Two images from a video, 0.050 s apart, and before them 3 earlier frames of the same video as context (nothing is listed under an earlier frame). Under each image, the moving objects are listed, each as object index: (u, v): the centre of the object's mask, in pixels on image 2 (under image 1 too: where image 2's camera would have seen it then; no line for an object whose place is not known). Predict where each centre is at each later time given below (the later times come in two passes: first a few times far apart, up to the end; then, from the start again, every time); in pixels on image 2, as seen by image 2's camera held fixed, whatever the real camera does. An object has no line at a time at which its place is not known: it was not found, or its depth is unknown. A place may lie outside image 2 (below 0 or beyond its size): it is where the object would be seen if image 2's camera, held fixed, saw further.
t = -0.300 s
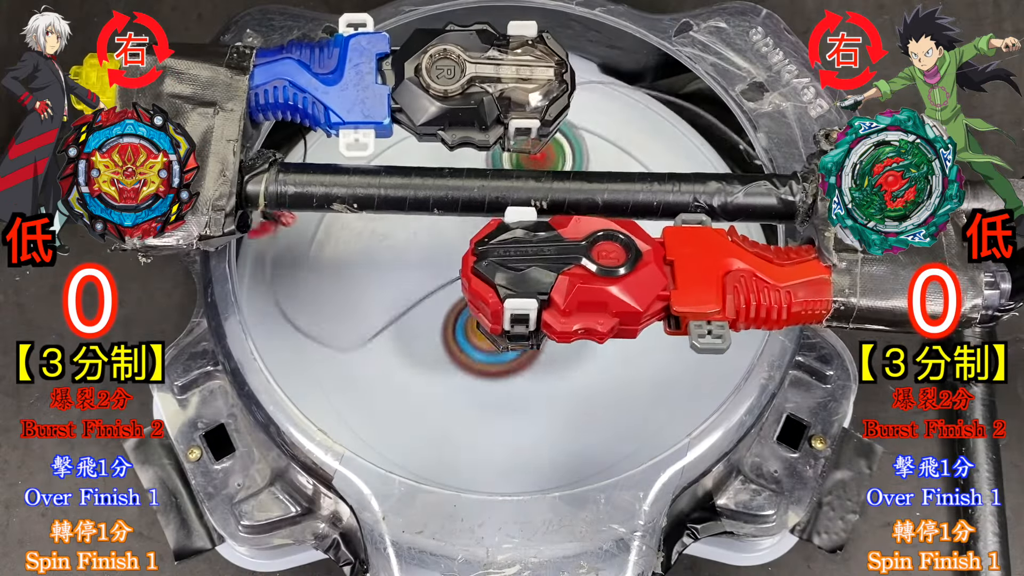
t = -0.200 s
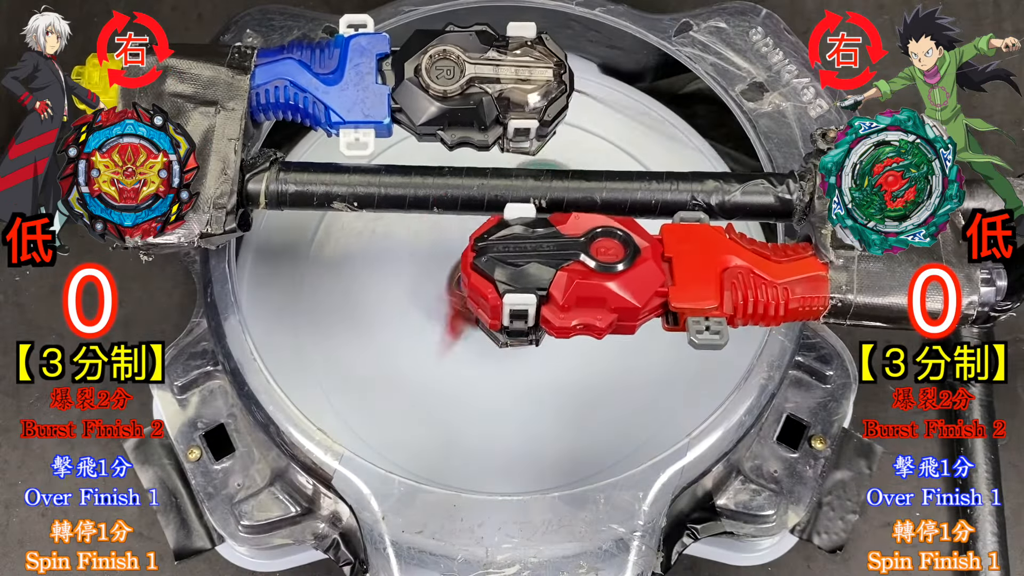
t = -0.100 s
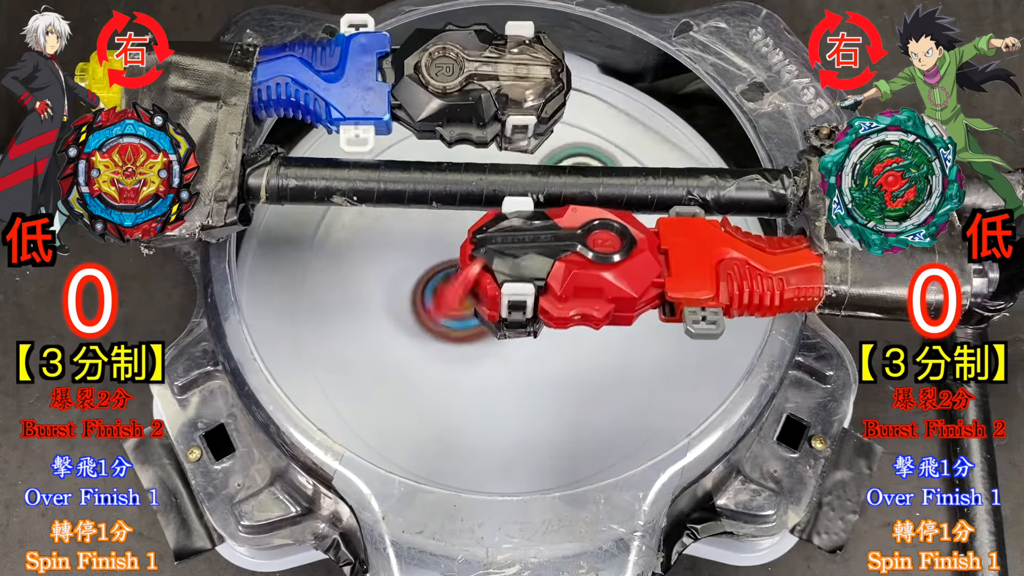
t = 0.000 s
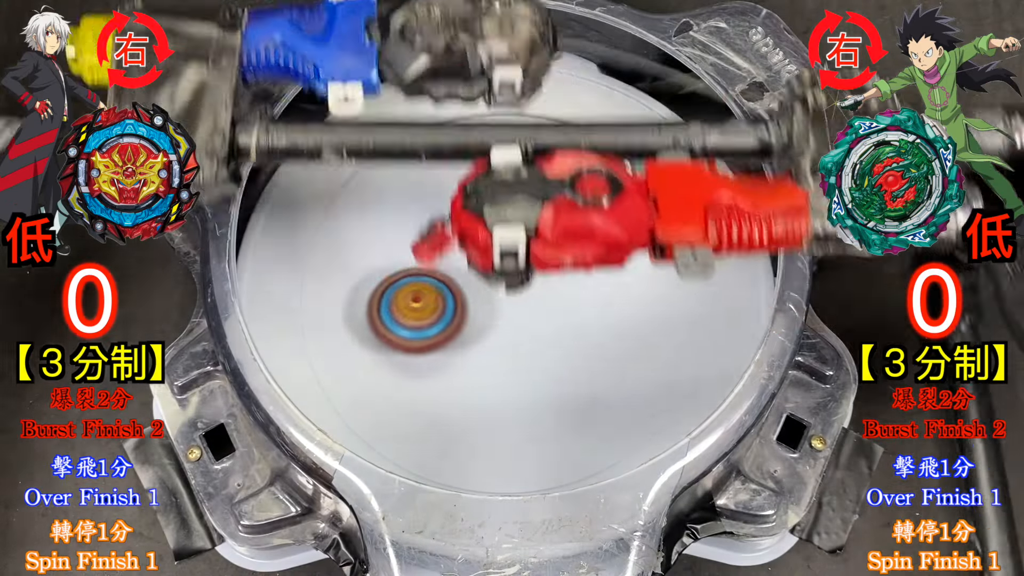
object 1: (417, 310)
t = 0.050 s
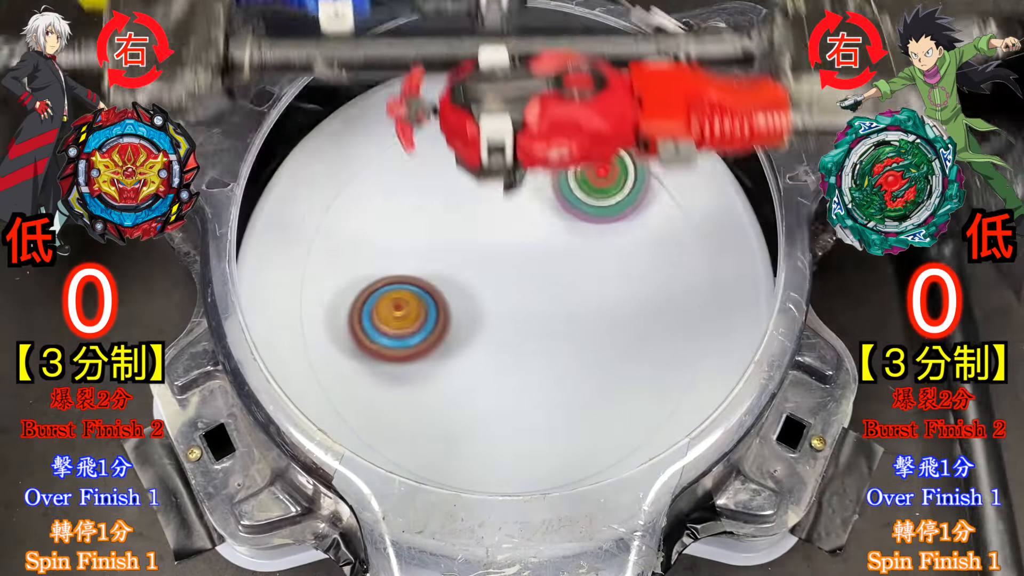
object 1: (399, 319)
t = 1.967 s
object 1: (474, 188)
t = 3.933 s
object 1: (610, 99)
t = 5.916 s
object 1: (482, 211)
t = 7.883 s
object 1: (484, 284)
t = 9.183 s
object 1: (547, 310)
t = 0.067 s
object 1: (395, 322)
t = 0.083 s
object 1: (390, 325)
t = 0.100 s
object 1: (387, 329)
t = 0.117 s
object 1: (385, 332)
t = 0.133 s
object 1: (382, 337)
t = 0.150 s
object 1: (381, 341)
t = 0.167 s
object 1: (381, 345)
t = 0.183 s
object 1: (382, 350)
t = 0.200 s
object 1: (383, 354)
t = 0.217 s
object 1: (385, 359)
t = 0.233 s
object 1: (387, 363)
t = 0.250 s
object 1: (391, 367)
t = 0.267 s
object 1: (396, 372)
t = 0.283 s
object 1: (401, 376)
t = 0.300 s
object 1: (406, 381)
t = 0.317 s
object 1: (413, 385)
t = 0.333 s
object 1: (421, 389)
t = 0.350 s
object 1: (429, 392)
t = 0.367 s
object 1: (438, 395)
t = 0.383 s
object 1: (449, 397)
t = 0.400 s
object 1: (459, 398)
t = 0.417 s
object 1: (470, 398)
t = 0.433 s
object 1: (481, 396)
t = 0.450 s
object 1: (492, 393)
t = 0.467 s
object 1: (503, 389)
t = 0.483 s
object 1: (514, 382)
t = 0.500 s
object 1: (524, 375)
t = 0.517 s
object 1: (533, 367)
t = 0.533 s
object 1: (542, 357)
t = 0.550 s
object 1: (548, 355)
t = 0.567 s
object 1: (552, 353)
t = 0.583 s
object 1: (556, 352)
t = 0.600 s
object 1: (559, 349)
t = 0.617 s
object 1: (562, 345)
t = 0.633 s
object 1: (563, 340)
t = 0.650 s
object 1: (563, 335)
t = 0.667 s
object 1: (563, 331)
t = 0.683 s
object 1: (561, 326)
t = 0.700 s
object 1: (558, 320)
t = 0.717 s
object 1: (555, 315)
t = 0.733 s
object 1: (551, 308)
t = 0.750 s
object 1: (545, 301)
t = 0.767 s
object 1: (539, 294)
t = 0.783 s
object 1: (533, 287)
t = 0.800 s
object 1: (526, 279)
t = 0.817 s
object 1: (517, 271)
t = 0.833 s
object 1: (508, 264)
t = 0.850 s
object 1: (499, 257)
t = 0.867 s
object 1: (489, 249)
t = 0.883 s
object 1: (478, 243)
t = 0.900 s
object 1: (468, 237)
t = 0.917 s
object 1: (457, 230)
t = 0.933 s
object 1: (445, 225)
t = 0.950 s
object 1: (433, 221)
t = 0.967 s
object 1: (422, 217)
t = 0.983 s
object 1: (411, 213)
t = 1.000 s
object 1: (400, 211)
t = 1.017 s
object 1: (389, 210)
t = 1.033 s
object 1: (378, 209)
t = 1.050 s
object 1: (367, 210)
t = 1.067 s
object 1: (358, 211)
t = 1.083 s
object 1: (349, 214)
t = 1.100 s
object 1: (340, 218)
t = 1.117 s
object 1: (333, 223)
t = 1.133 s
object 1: (327, 228)
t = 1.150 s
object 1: (321, 235)
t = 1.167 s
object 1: (319, 243)
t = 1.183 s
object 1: (320, 251)
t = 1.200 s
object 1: (322, 261)
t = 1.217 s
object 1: (326, 271)
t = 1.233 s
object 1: (330, 281)
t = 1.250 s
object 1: (335, 292)
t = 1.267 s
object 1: (342, 303)
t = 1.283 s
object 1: (349, 314)
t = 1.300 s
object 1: (357, 326)
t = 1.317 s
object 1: (367, 338)
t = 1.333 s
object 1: (377, 349)
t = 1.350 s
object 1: (388, 361)
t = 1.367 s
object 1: (402, 372)
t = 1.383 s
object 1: (415, 381)
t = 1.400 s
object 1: (432, 390)
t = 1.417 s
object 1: (449, 396)
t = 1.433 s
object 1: (464, 400)
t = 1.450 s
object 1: (482, 405)
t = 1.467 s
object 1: (501, 406)
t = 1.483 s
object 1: (513, 407)
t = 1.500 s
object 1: (524, 410)
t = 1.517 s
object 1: (534, 415)
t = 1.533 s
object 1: (544, 421)
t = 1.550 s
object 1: (553, 419)
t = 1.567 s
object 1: (561, 418)
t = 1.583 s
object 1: (570, 418)
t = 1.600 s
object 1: (576, 411)
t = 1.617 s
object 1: (582, 406)
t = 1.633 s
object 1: (588, 401)
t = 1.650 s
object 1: (590, 394)
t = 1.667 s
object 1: (590, 387)
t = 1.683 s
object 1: (588, 382)
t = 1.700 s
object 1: (588, 376)
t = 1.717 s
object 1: (585, 367)
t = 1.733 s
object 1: (583, 358)
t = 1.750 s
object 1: (580, 347)
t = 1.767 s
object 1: (576, 336)
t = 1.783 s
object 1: (572, 323)
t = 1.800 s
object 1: (566, 310)
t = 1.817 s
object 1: (561, 297)
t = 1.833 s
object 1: (554, 283)
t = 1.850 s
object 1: (546, 270)
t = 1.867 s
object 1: (538, 256)
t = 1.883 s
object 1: (528, 244)
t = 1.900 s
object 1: (519, 231)
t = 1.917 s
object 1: (508, 219)
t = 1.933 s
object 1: (497, 208)
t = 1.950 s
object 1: (485, 197)
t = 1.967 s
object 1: (474, 188)
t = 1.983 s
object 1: (461, 179)
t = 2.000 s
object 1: (449, 172)
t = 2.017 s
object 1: (436, 166)
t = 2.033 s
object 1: (422, 161)
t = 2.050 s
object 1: (410, 158)
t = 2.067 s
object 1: (397, 156)
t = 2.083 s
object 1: (384, 155)
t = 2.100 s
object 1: (372, 156)
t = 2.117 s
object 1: (362, 158)
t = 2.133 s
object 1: (354, 163)
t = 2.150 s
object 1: (346, 170)
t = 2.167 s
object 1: (340, 177)
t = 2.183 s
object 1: (335, 187)
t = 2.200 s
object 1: (331, 197)
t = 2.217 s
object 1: (330, 209)
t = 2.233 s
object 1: (329, 222)
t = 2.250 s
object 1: (330, 235)
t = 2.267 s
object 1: (332, 248)
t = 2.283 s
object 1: (335, 263)
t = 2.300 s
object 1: (340, 276)
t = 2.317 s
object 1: (345, 292)
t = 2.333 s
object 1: (352, 305)
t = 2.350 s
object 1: (359, 321)
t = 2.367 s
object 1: (369, 335)
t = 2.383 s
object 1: (380, 350)
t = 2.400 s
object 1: (387, 358)
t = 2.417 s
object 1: (393, 366)
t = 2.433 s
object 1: (401, 372)
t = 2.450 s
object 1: (409, 378)
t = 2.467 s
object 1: (419, 382)
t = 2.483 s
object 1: (430, 386)
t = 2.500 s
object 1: (442, 388)
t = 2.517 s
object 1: (454, 389)
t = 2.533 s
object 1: (468, 388)
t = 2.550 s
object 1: (481, 387)
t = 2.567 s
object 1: (494, 382)
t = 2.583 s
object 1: (508, 378)
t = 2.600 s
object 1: (520, 371)
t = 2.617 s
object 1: (534, 364)
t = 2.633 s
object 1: (545, 355)
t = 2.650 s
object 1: (557, 344)
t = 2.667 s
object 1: (566, 333)
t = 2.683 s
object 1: (576, 320)
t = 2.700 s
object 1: (584, 308)
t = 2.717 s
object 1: (591, 294)
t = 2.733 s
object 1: (597, 281)
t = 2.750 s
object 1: (601, 267)
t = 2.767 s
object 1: (604, 253)
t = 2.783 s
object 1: (606, 238)
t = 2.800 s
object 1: (607, 223)
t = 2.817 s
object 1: (605, 209)
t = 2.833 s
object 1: (603, 195)
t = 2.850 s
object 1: (599, 181)
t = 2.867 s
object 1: (594, 167)
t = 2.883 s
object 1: (587, 155)
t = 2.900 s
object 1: (579, 142)
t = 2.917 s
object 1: (570, 131)
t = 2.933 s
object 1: (559, 121)
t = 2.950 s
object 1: (548, 111)
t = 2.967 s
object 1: (535, 102)
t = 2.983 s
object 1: (521, 94)
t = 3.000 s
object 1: (508, 91)
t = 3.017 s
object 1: (495, 88)
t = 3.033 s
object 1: (481, 85)
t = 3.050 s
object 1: (466, 83)
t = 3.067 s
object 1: (452, 83)
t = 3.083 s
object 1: (438, 89)
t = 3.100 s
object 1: (424, 97)
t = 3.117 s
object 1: (412, 104)
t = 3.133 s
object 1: (399, 113)
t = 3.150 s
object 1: (387, 122)
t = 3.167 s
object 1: (374, 133)
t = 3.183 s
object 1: (363, 143)
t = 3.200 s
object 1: (352, 155)
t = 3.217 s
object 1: (341, 167)
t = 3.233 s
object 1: (332, 180)
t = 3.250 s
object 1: (323, 196)
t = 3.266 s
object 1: (316, 211)
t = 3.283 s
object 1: (312, 229)
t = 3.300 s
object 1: (308, 249)
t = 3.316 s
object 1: (310, 270)
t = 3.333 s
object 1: (308, 293)
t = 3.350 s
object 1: (293, 310)
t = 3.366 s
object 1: (288, 327)
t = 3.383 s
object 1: (298, 344)
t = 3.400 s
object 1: (315, 364)
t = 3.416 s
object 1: (333, 384)
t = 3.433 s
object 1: (355, 404)
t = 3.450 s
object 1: (379, 421)
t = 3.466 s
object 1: (403, 432)
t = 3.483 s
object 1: (430, 444)
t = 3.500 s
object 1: (458, 453)
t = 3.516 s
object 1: (487, 456)
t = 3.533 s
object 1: (518, 457)
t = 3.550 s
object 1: (548, 455)
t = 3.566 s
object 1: (578, 449)
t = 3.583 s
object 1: (605, 438)
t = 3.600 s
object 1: (634, 423)
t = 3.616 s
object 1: (658, 405)
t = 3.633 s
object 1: (678, 384)
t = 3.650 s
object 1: (696, 362)
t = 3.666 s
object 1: (712, 345)
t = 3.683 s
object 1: (724, 330)
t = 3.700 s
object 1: (726, 316)
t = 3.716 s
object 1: (725, 296)
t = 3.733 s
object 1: (724, 277)
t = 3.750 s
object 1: (719, 257)
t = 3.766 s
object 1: (712, 240)
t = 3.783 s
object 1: (705, 223)
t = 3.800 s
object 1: (698, 206)
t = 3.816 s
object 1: (690, 191)
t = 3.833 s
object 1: (681, 175)
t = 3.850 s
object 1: (672, 161)
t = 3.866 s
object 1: (661, 148)
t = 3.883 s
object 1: (650, 134)
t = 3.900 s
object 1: (637, 121)
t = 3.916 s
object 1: (624, 109)
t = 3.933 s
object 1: (610, 99)
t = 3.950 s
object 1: (592, 96)
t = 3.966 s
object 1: (572, 92)
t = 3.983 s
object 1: (552, 90)
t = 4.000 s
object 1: (532, 89)
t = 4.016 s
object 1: (512, 88)
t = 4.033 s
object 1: (492, 90)
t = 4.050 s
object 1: (473, 93)
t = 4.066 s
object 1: (452, 96)
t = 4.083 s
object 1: (432, 101)
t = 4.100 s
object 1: (413, 107)
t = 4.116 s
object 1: (395, 114)
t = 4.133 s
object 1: (379, 122)
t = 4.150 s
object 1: (362, 132)
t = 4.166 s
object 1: (345, 143)
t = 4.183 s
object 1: (330, 154)
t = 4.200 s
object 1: (316, 166)
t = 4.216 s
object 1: (302, 178)
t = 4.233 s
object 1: (292, 192)
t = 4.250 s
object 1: (284, 207)
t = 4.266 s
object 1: (277, 224)
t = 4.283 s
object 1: (274, 239)
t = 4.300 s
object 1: (281, 253)
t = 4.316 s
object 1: (294, 269)
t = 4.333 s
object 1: (311, 284)
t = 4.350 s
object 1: (329, 300)
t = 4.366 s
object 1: (349, 313)
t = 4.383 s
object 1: (369, 327)
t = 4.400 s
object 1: (392, 343)
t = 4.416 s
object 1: (414, 357)
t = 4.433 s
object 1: (433, 365)
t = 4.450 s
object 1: (446, 359)
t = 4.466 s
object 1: (459, 354)
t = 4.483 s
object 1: (471, 348)
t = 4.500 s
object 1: (483, 342)
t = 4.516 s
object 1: (496, 335)
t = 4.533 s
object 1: (508, 328)
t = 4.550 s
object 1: (521, 320)
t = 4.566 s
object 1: (532, 312)
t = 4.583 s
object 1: (543, 304)
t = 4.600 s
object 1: (552, 296)
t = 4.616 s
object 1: (561, 287)
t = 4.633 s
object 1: (568, 279)
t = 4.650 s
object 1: (574, 269)
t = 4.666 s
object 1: (583, 251)
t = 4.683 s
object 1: (592, 226)
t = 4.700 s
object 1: (600, 203)
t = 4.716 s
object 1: (606, 180)
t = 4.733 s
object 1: (611, 161)
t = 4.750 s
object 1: (614, 140)
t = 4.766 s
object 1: (616, 122)
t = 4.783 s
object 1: (615, 104)
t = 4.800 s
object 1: (612, 93)
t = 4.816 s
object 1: (599, 96)
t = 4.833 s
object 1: (585, 104)
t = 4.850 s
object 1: (571, 113)
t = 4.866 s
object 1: (556, 123)
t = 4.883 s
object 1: (540, 131)
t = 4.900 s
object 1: (525, 142)
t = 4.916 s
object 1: (510, 154)
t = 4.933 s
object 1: (497, 164)
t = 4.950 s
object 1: (484, 176)
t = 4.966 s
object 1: (471, 188)
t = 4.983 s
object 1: (459, 200)
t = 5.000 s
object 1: (449, 211)
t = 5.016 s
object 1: (439, 224)
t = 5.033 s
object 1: (430, 236)
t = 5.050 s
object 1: (423, 239)
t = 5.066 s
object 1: (417, 238)
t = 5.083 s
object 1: (411, 240)
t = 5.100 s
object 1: (407, 240)
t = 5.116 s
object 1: (404, 241)
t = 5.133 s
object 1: (403, 243)
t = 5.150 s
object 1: (403, 246)
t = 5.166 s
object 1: (404, 250)
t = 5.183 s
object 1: (407, 253)
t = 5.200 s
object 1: (410, 258)
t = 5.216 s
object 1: (415, 262)
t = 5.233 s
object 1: (420, 268)
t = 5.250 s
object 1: (427, 272)
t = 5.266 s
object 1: (434, 278)
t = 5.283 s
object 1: (441, 283)
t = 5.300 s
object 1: (448, 289)
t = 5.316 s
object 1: (457, 294)
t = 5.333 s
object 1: (465, 298)
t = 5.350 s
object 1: (474, 302)
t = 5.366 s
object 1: (483, 305)
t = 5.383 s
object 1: (491, 308)
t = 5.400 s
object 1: (500, 309)
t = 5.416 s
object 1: (509, 300)
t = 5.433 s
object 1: (520, 289)
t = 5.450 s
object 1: (529, 279)
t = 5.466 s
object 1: (538, 271)
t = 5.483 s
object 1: (545, 262)
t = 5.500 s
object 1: (552, 253)
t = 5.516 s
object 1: (558, 245)
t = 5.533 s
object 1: (563, 237)
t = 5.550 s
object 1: (566, 229)
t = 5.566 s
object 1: (568, 223)
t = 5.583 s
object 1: (569, 217)
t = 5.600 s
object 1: (569, 212)
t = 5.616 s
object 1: (568, 206)
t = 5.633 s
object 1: (565, 202)
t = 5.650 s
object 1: (563, 198)
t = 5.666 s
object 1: (559, 195)
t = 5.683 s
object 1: (555, 192)
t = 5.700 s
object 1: (550, 189)
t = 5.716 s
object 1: (544, 188)
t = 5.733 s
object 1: (538, 187)
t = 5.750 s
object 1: (532, 187)
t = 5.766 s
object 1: (526, 187)
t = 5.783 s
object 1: (520, 188)
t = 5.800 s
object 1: (514, 190)
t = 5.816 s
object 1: (508, 192)
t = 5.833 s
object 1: (503, 194)
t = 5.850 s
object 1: (498, 196)
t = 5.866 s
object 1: (493, 199)
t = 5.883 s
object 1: (489, 203)
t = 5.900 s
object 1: (485, 207)
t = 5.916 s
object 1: (482, 211)
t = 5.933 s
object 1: (479, 214)
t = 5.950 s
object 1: (478, 210)
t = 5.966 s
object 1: (477, 205)
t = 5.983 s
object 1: (476, 202)
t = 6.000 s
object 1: (476, 200)
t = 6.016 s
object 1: (477, 198)
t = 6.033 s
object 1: (478, 197)
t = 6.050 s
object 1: (478, 196)
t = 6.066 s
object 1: (477, 196)
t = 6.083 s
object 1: (477, 197)
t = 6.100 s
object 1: (476, 199)
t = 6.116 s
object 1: (475, 202)
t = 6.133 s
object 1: (474, 204)
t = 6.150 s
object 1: (473, 206)
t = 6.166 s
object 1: (471, 209)
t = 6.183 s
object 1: (470, 211)
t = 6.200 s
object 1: (469, 213)
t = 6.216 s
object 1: (470, 213)
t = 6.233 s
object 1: (472, 212)
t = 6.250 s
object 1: (474, 210)
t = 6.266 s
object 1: (476, 209)
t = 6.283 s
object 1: (477, 208)
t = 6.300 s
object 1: (478, 207)
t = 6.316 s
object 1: (480, 207)
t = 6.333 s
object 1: (481, 207)
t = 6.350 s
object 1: (482, 207)
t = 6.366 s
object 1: (484, 207)
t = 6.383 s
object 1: (484, 206)
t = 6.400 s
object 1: (485, 207)
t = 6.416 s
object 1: (485, 208)
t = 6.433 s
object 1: (486, 209)
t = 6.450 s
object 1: (487, 209)
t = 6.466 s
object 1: (488, 210)
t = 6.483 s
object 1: (488, 211)
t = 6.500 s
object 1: (488, 212)
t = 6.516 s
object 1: (488, 213)
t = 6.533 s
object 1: (490, 215)
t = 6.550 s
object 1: (492, 219)
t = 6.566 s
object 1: (495, 222)
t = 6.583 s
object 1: (498, 227)
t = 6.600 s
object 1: (503, 230)
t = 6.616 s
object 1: (508, 234)
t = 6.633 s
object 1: (514, 238)
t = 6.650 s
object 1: (524, 239)
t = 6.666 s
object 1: (537, 238)
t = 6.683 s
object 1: (549, 238)
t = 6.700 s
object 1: (562, 237)
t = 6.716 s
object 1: (571, 237)
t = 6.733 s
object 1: (579, 237)
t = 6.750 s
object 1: (583, 235)
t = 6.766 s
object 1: (584, 235)
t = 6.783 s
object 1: (584, 233)
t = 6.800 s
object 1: (580, 232)
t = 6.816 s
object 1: (575, 233)
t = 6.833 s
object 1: (568, 233)
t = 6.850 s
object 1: (559, 237)
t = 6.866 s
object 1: (551, 241)
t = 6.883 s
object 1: (562, 249)
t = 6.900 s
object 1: (576, 258)
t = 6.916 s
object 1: (586, 267)
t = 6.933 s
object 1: (594, 275)
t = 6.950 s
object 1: (596, 281)
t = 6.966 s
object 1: (597, 287)
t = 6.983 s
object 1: (593, 291)
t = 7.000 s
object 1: (588, 293)
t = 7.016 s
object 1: (583, 293)
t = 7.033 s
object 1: (577, 294)
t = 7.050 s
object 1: (572, 293)
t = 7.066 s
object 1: (565, 293)
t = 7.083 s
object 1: (561, 294)
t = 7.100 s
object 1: (557, 296)
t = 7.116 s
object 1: (560, 301)
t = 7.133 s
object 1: (561, 306)
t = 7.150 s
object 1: (561, 312)
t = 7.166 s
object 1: (561, 319)
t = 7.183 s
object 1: (560, 325)
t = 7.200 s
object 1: (559, 331)
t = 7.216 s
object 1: (557, 335)
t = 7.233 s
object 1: (557, 339)
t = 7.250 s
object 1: (554, 342)
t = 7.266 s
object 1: (553, 345)
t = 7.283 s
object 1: (549, 346)
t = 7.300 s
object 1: (548, 345)
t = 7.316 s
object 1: (544, 342)
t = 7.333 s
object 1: (542, 339)
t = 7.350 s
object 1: (538, 335)
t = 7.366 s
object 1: (536, 331)
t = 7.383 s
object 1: (532, 326)
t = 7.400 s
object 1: (533, 340)
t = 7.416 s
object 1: (536, 366)
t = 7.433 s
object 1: (536, 386)
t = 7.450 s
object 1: (536, 400)
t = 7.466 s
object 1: (534, 409)
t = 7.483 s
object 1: (533, 412)
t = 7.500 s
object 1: (528, 392)
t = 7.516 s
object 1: (520, 348)
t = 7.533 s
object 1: (500, 311)
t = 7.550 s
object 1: (443, 352)
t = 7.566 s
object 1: (428, 354)
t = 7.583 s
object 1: (443, 334)
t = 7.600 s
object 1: (465, 309)
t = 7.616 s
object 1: (461, 283)
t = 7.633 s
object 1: (394, 272)
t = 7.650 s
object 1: (397, 270)
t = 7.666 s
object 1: (427, 272)
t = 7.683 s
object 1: (461, 271)
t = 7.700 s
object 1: (483, 270)
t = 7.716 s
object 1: (499, 262)
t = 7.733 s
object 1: (514, 257)
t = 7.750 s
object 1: (531, 259)
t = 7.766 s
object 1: (539, 272)
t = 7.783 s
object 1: (538, 289)
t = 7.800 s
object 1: (530, 300)
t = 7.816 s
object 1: (511, 311)
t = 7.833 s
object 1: (492, 313)
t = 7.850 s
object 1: (477, 303)
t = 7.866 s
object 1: (478, 286)
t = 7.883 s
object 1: (484, 284)
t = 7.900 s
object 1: (495, 278)
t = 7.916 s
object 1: (504, 280)
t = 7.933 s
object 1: (503, 284)
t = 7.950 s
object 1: (497, 285)
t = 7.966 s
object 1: (495, 285)
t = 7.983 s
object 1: (493, 276)
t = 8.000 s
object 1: (494, 267)
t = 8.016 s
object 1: (502, 257)
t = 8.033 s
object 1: (515, 258)
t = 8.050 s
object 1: (524, 267)
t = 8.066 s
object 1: (538, 289)
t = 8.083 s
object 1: (533, 305)
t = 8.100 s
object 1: (518, 312)
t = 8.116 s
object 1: (496, 310)
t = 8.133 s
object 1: (478, 297)
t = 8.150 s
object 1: (474, 278)
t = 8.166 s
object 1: (480, 263)
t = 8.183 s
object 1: (497, 257)
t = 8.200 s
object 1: (517, 262)
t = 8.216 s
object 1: (529, 275)
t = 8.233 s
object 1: (531, 291)
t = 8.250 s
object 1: (527, 309)
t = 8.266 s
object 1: (513, 316)
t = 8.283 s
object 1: (496, 310)
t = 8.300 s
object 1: (476, 304)
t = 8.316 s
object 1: (470, 286)
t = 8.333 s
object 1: (462, 265)
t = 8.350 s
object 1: (483, 259)
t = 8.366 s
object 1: (511, 256)
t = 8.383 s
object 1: (527, 269)
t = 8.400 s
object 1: (582, 255)
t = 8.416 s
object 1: (578, 272)
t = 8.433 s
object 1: (548, 291)
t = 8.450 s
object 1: (545, 339)
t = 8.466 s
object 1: (514, 327)
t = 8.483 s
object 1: (454, 334)
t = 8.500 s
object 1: (449, 310)
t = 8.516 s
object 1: (458, 293)
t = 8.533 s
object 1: (427, 263)
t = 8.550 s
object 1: (436, 254)
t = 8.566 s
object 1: (452, 252)
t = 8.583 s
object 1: (475, 256)
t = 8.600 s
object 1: (506, 255)
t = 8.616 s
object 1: (532, 265)
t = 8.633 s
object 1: (551, 282)
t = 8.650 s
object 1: (559, 300)
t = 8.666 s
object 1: (555, 314)
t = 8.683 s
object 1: (543, 323)
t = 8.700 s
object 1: (523, 325)
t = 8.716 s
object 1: (499, 317)
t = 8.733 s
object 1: (479, 300)
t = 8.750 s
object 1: (468, 278)
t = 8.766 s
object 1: (468, 259)
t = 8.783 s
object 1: (475, 247)
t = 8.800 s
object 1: (478, 245)
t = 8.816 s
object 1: (481, 242)
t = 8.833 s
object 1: (485, 241)
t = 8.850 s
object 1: (489, 241)
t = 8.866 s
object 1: (493, 239)
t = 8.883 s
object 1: (496, 239)
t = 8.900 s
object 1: (501, 240)
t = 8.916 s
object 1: (505, 241)
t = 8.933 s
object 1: (509, 243)
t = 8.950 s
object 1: (512, 246)
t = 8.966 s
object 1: (516, 248)
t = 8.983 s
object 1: (518, 251)
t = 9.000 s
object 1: (521, 256)
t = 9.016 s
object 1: (525, 260)
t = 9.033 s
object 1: (529, 264)
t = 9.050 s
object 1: (534, 269)
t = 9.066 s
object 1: (539, 274)
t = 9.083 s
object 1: (542, 279)
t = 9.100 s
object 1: (544, 285)
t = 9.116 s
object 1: (547, 291)
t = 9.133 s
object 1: (548, 295)
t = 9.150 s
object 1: (548, 301)
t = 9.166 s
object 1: (548, 307)
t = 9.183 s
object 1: (547, 310)
